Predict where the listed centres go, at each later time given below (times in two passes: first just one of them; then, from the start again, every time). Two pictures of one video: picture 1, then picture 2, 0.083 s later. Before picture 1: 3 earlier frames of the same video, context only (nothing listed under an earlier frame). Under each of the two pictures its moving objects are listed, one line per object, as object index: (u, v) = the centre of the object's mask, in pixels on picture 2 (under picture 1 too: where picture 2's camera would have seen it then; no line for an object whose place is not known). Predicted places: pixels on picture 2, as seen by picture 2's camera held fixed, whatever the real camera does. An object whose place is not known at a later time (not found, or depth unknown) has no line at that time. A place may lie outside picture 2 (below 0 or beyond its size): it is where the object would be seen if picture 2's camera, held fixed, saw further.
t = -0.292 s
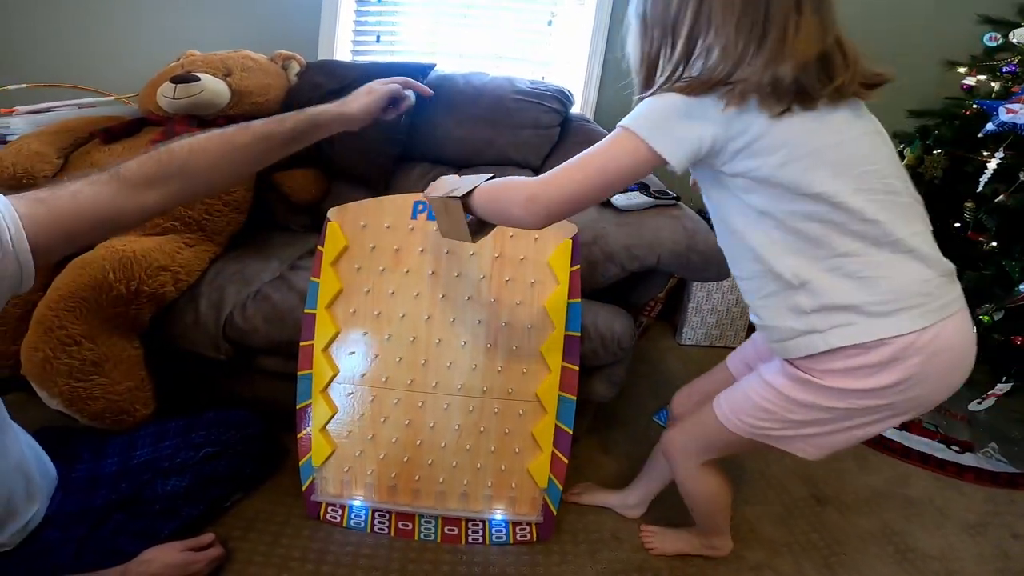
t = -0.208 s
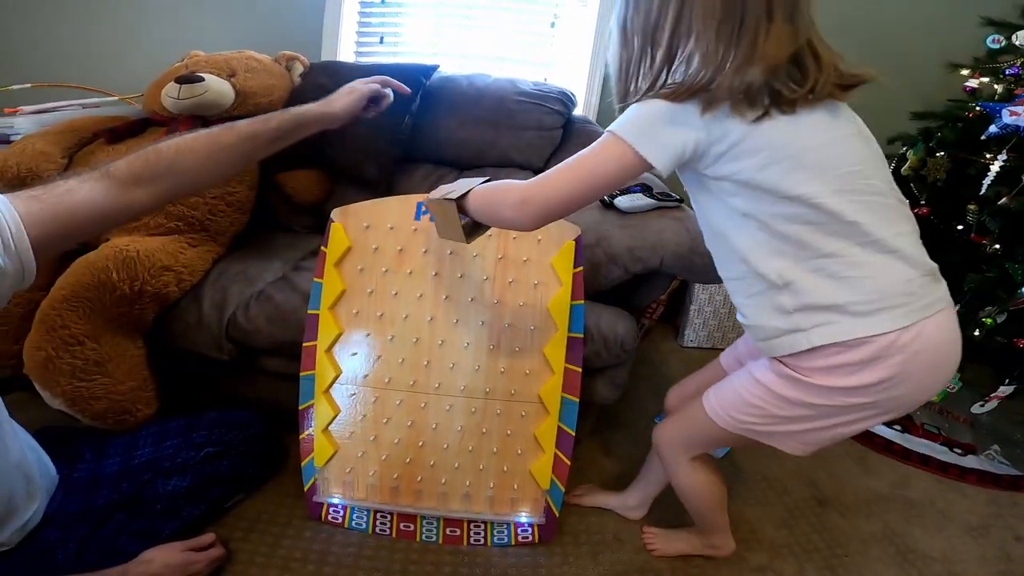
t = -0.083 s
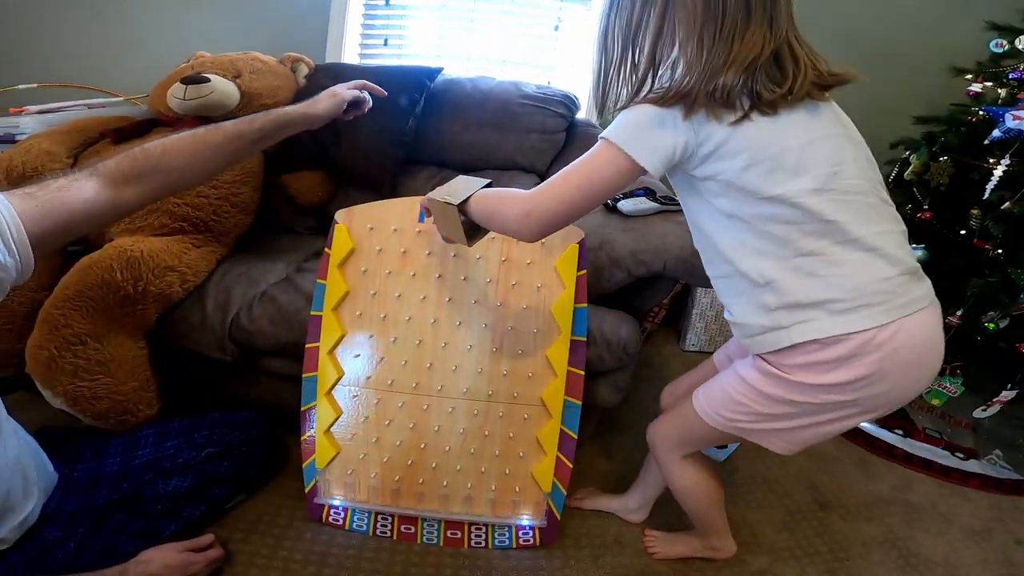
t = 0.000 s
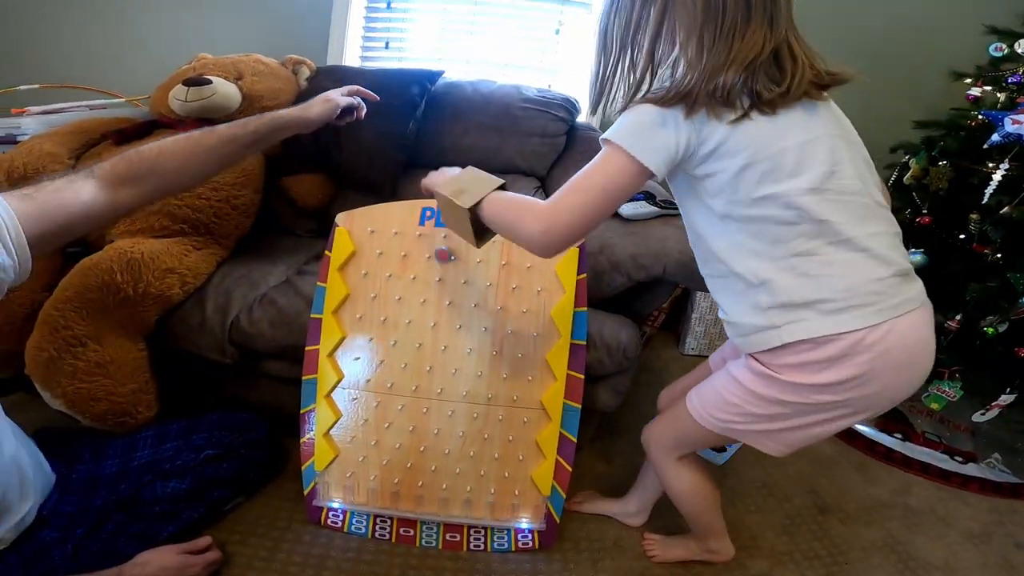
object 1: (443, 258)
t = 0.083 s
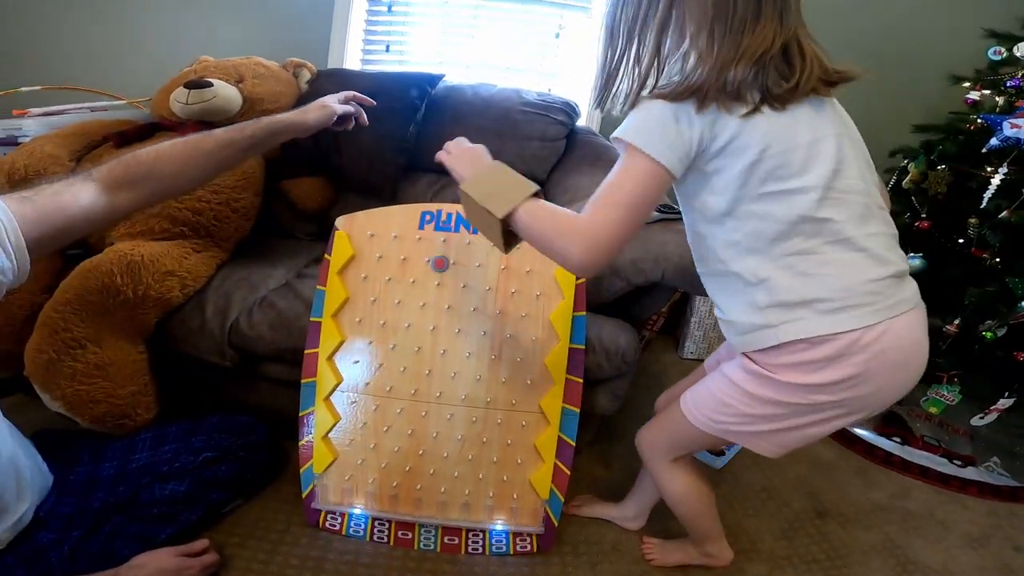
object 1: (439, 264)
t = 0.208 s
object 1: (444, 271)
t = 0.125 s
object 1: (442, 268)
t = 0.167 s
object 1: (443, 271)
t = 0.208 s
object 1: (444, 271)
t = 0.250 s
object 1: (446, 277)
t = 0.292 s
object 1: (450, 279)
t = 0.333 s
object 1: (447, 288)
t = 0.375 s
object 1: (444, 299)
